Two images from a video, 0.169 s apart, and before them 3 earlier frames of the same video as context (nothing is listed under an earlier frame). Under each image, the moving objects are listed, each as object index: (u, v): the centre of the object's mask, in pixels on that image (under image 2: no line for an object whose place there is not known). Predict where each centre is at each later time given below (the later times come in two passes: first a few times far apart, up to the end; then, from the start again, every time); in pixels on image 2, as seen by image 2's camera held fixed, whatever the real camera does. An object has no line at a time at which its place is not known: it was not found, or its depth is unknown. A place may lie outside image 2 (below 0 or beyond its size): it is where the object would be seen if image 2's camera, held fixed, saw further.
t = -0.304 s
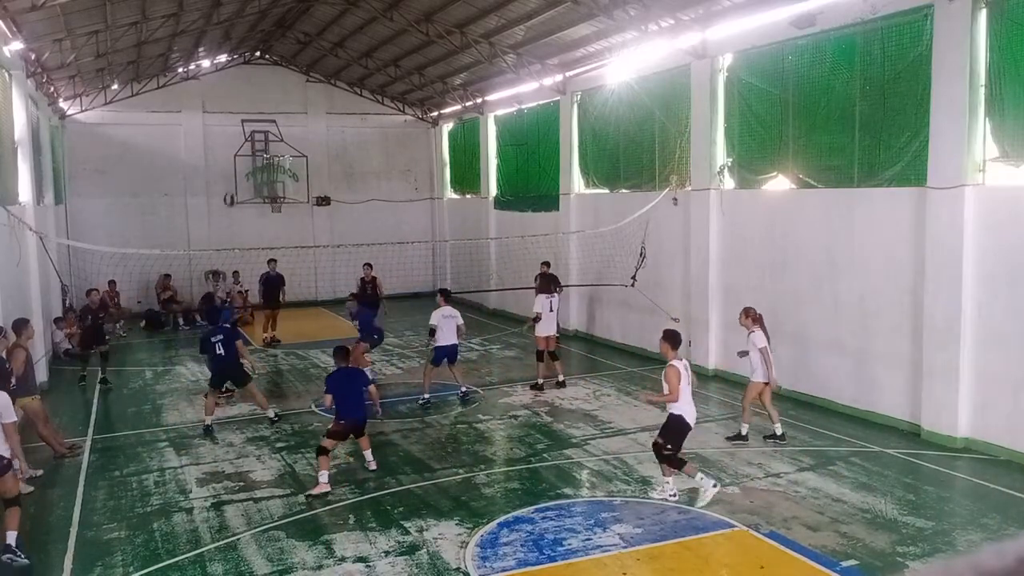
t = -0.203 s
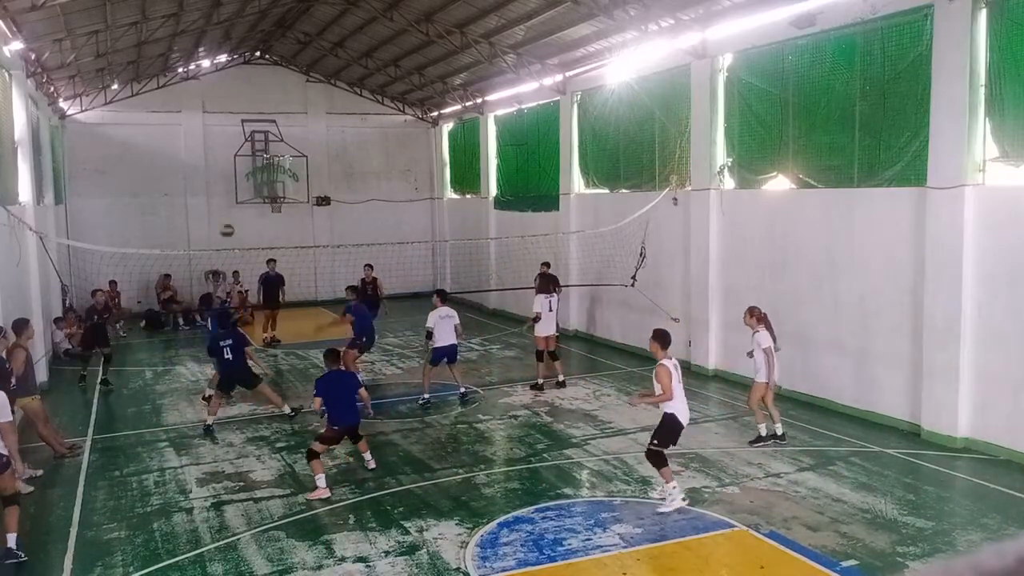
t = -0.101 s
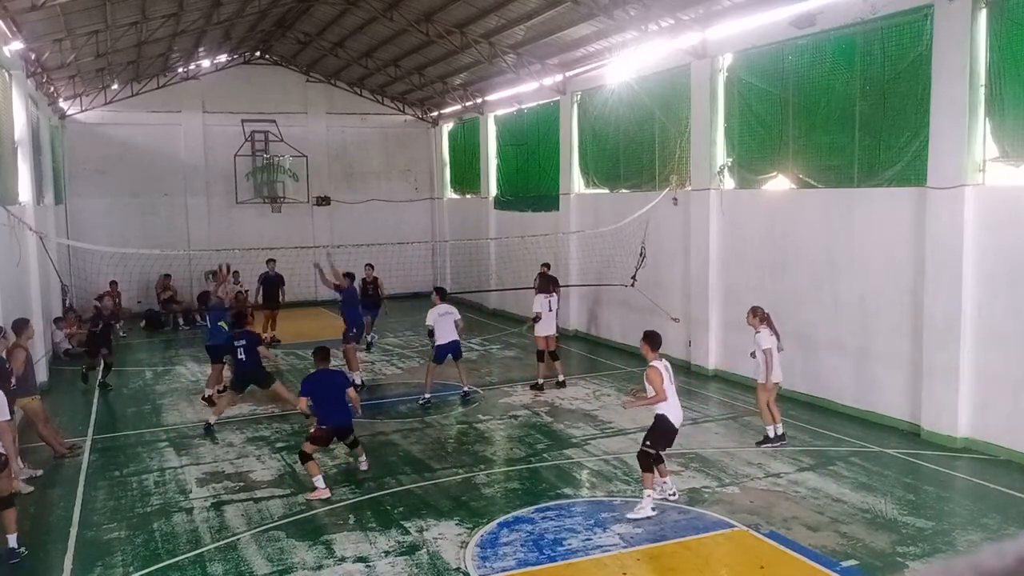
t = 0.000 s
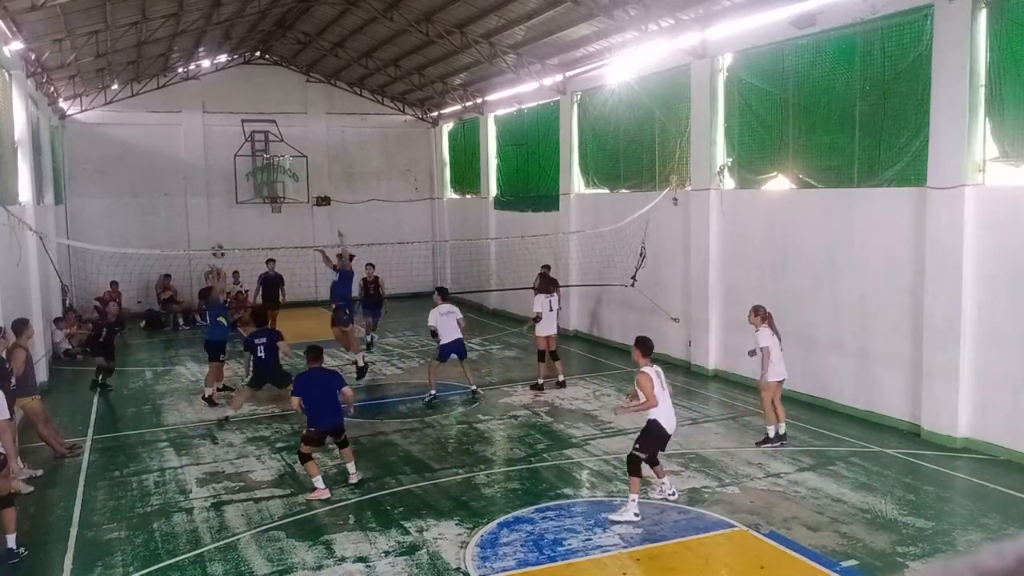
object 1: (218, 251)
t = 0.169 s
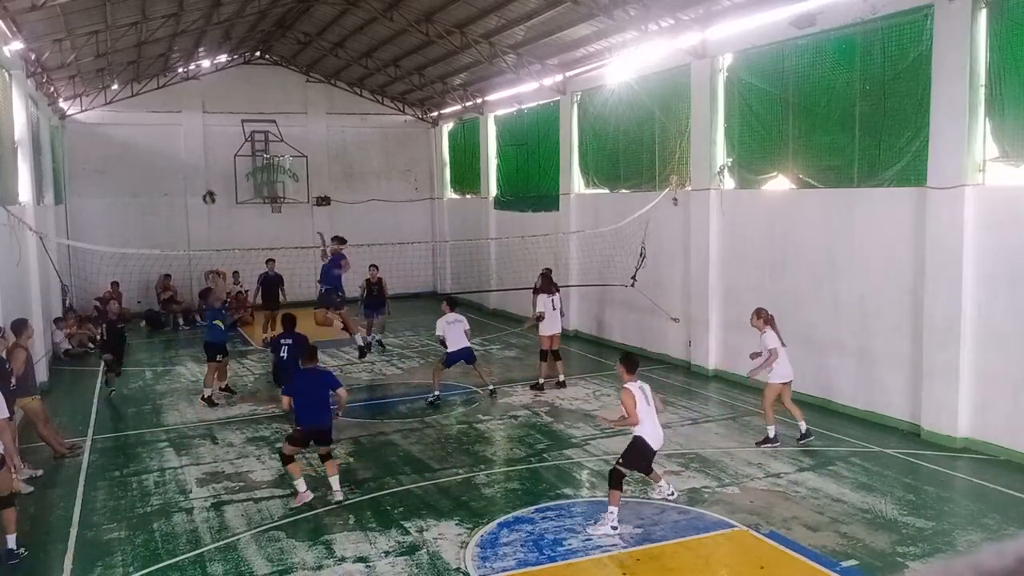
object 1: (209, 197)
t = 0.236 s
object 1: (206, 180)
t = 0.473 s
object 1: (195, 146)
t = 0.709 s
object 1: (187, 150)
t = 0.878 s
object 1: (182, 177)
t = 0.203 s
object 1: (207, 188)
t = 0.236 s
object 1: (206, 180)
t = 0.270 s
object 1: (204, 173)
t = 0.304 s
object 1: (203, 167)
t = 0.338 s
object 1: (201, 161)
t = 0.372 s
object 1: (199, 156)
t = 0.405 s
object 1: (198, 152)
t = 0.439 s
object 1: (196, 149)
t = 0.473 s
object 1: (195, 146)
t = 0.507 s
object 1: (194, 144)
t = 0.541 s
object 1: (192, 143)
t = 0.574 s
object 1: (191, 143)
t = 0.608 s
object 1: (190, 144)
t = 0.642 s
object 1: (189, 145)
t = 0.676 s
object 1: (188, 147)
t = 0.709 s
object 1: (187, 150)
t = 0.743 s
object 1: (186, 154)
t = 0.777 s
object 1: (185, 158)
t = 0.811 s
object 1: (184, 164)
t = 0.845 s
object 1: (184, 170)
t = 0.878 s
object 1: (182, 177)
